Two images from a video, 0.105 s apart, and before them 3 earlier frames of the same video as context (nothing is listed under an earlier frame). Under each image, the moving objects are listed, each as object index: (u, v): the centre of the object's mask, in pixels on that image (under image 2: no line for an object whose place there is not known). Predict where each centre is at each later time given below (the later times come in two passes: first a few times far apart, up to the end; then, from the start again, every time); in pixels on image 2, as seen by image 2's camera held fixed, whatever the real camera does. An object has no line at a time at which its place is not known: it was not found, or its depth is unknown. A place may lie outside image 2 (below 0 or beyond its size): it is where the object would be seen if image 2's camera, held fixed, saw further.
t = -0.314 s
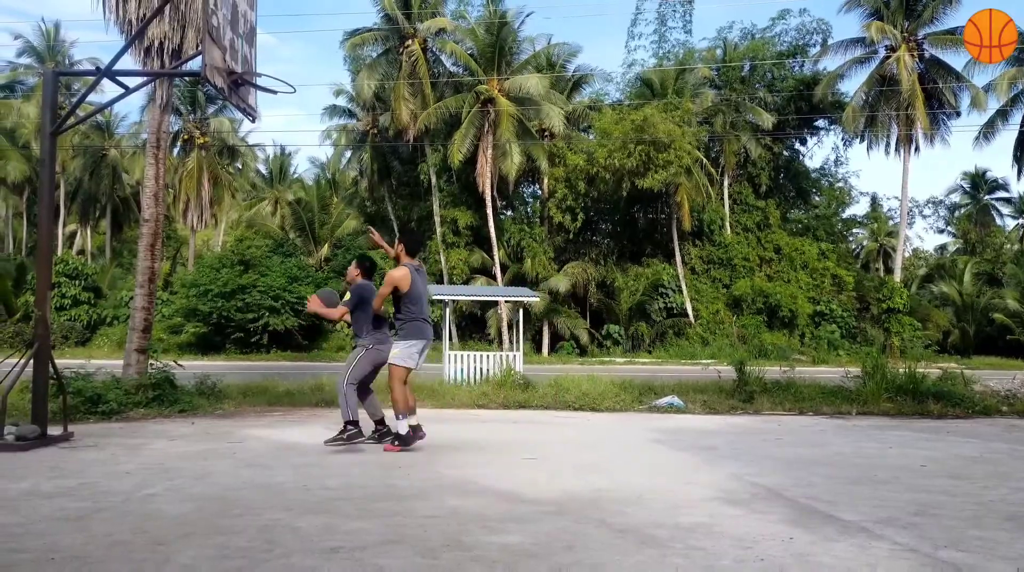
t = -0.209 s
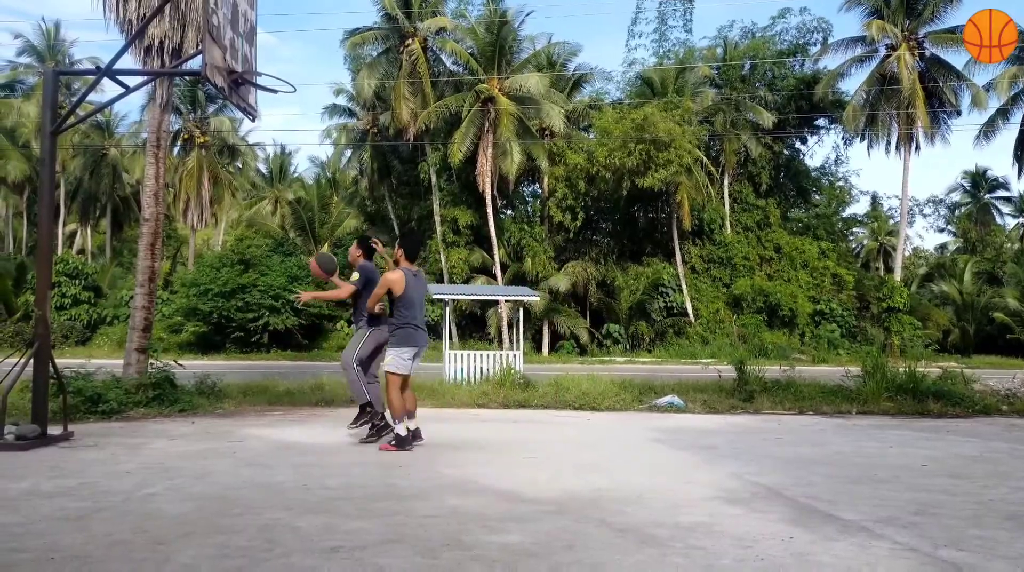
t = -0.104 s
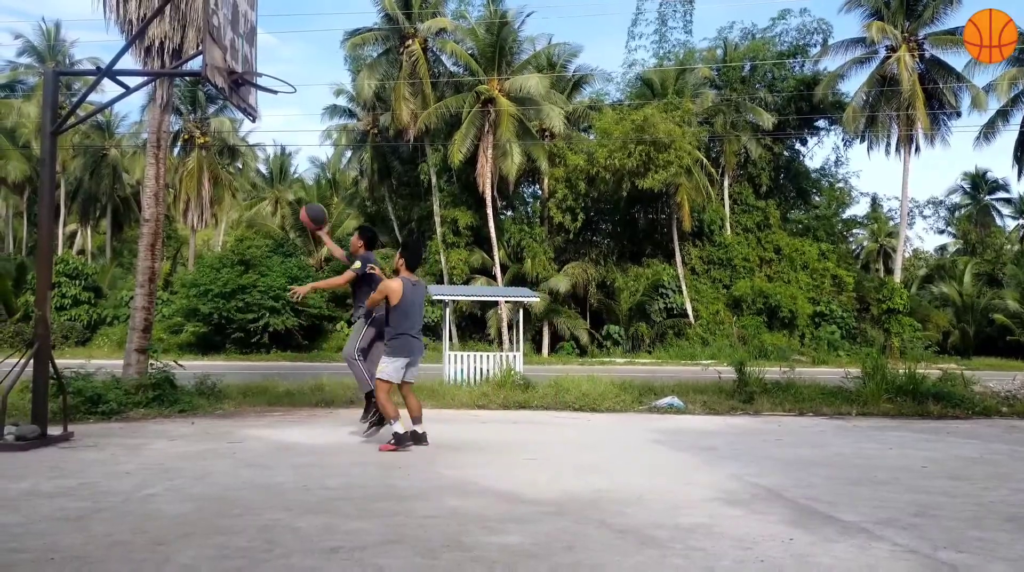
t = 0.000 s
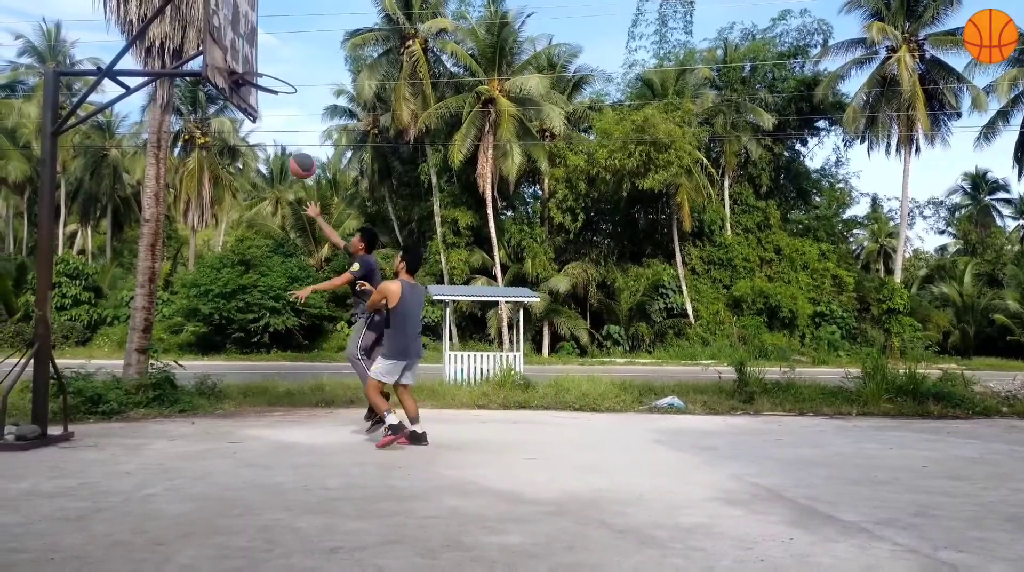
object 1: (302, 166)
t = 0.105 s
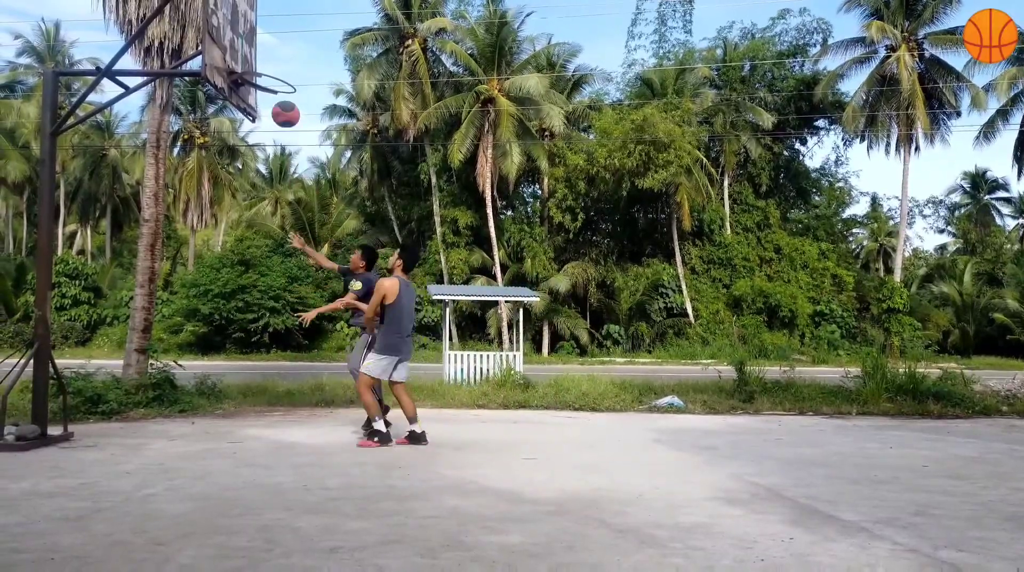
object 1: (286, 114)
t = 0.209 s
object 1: (274, 87)
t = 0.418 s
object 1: (266, 67)
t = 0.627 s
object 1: (274, 79)
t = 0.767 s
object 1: (281, 96)
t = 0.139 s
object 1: (282, 104)
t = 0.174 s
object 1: (278, 95)
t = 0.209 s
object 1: (274, 87)
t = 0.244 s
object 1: (270, 78)
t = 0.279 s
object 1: (265, 74)
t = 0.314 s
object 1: (263, 70)
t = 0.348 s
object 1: (264, 68)
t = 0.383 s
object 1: (265, 67)
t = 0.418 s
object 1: (266, 67)
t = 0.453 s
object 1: (267, 68)
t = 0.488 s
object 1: (268, 72)
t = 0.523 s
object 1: (269, 75)
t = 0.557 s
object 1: (270, 77)
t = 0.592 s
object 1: (272, 77)
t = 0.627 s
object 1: (274, 79)
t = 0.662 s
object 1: (276, 81)
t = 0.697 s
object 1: (278, 85)
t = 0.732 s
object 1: (279, 90)
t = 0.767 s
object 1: (281, 96)
